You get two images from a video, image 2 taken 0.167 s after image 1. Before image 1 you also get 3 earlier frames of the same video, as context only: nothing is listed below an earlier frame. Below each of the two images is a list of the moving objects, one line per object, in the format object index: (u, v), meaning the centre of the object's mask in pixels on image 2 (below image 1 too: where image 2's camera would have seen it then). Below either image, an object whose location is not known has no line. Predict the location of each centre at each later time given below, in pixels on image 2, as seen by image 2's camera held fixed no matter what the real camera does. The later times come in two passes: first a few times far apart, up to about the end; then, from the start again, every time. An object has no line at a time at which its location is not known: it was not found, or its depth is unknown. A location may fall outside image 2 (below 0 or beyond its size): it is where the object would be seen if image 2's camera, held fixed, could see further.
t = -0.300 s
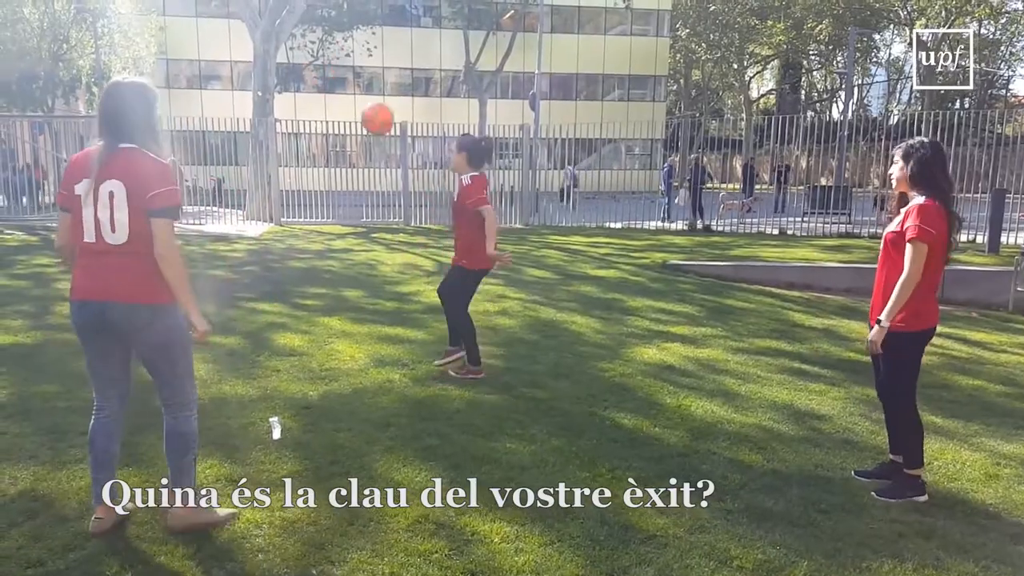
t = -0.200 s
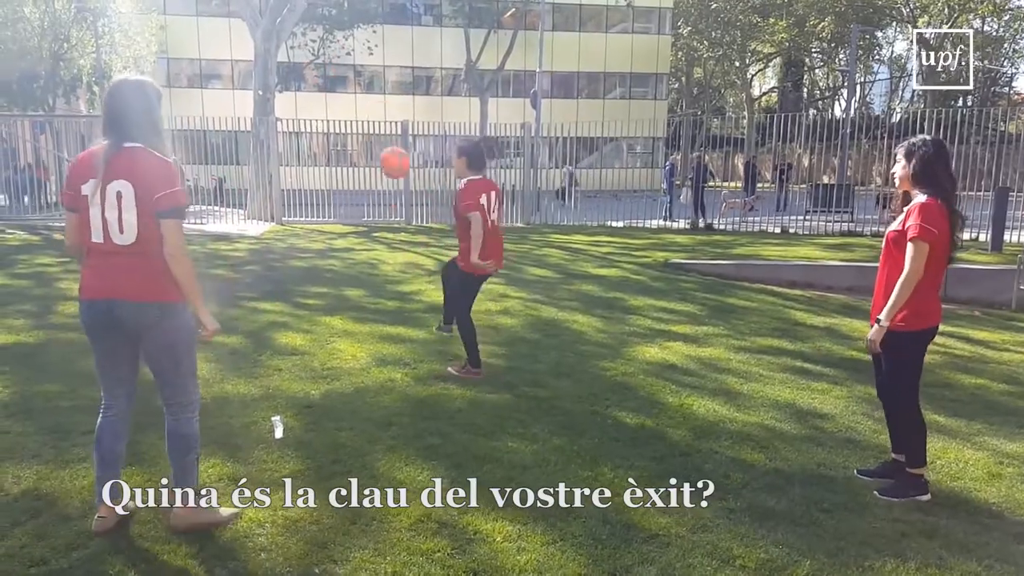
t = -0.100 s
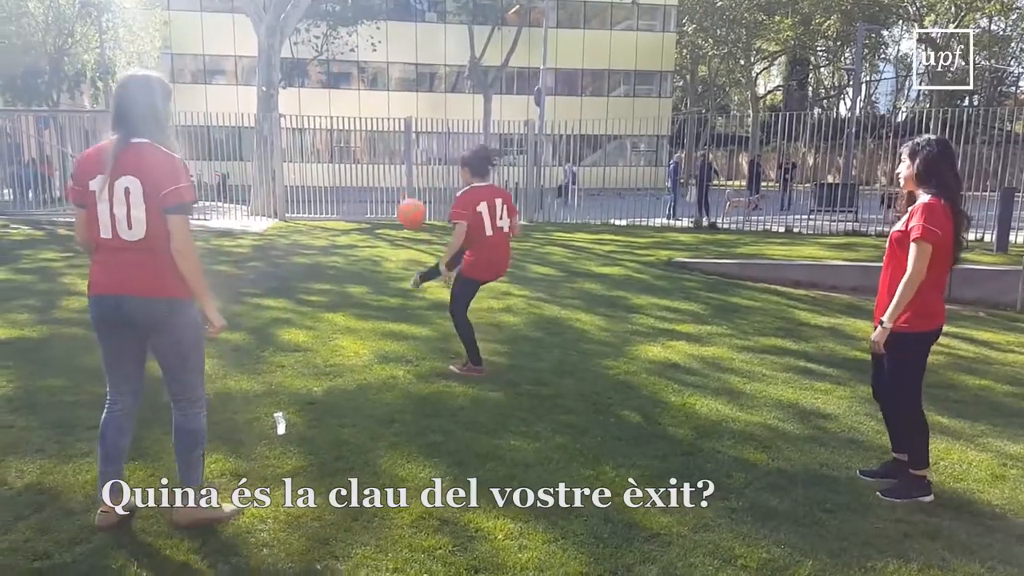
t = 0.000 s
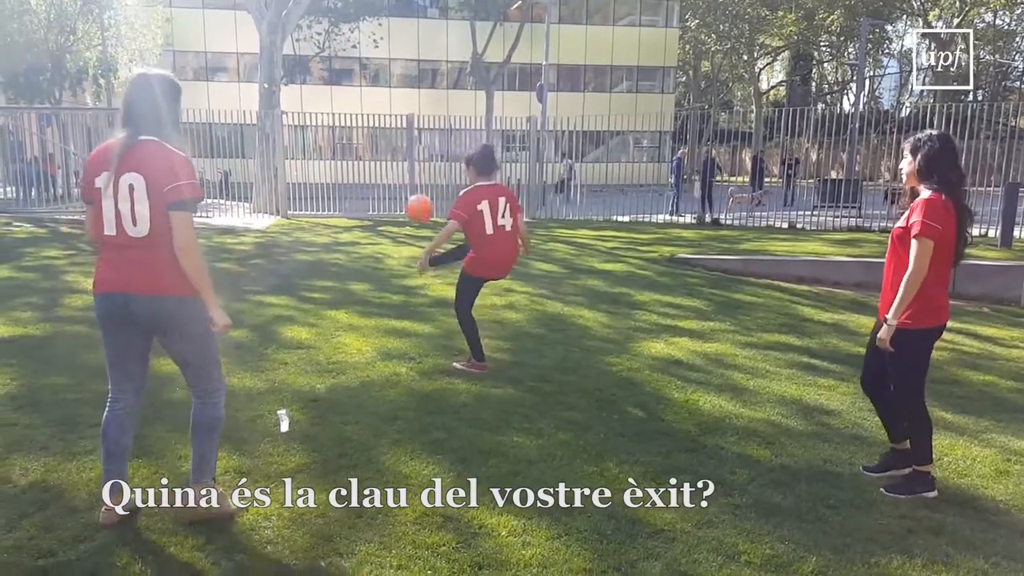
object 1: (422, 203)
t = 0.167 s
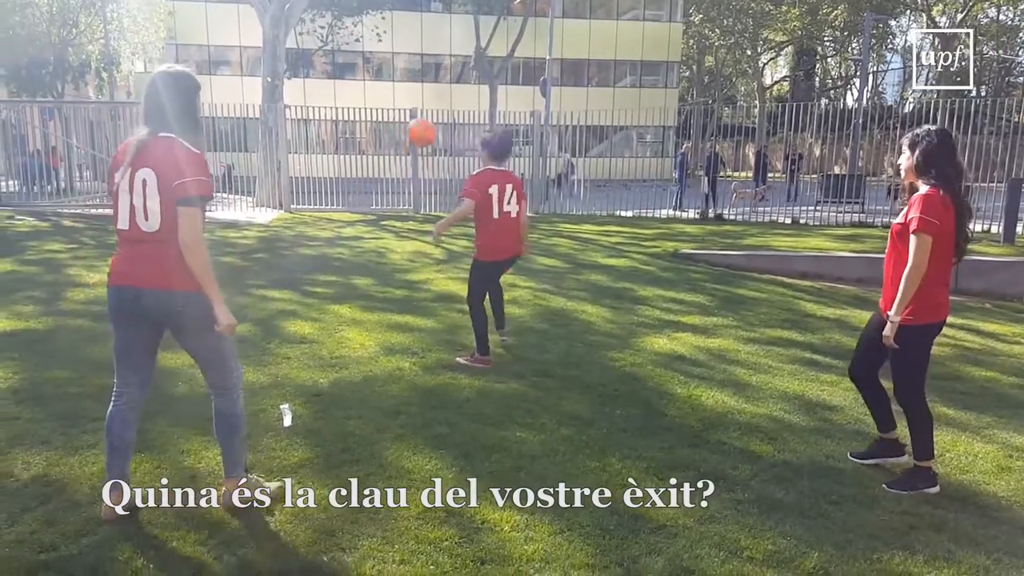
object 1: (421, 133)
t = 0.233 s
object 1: (421, 116)
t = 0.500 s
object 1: (419, 104)
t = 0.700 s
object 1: (417, 155)
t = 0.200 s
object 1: (421, 123)
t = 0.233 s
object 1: (421, 116)
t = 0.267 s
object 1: (420, 108)
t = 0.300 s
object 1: (420, 103)
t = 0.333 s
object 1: (419, 99)
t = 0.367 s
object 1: (419, 97)
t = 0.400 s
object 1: (419, 96)
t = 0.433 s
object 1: (419, 97)
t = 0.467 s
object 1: (419, 100)
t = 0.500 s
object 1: (419, 104)
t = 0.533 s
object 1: (418, 109)
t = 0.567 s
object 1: (418, 116)
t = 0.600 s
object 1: (417, 123)
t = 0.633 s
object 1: (417, 133)
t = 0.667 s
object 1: (417, 143)
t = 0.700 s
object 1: (417, 155)
